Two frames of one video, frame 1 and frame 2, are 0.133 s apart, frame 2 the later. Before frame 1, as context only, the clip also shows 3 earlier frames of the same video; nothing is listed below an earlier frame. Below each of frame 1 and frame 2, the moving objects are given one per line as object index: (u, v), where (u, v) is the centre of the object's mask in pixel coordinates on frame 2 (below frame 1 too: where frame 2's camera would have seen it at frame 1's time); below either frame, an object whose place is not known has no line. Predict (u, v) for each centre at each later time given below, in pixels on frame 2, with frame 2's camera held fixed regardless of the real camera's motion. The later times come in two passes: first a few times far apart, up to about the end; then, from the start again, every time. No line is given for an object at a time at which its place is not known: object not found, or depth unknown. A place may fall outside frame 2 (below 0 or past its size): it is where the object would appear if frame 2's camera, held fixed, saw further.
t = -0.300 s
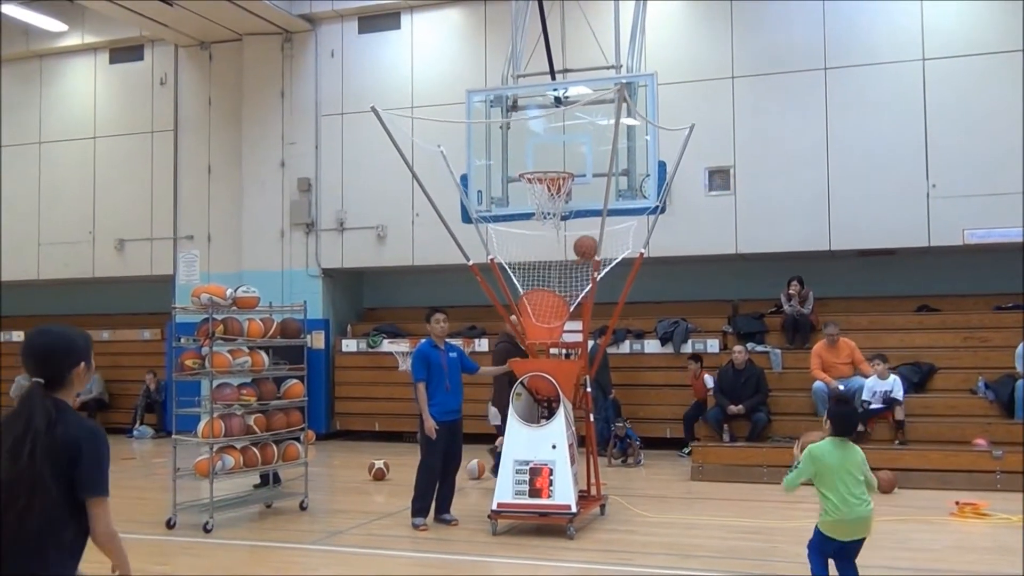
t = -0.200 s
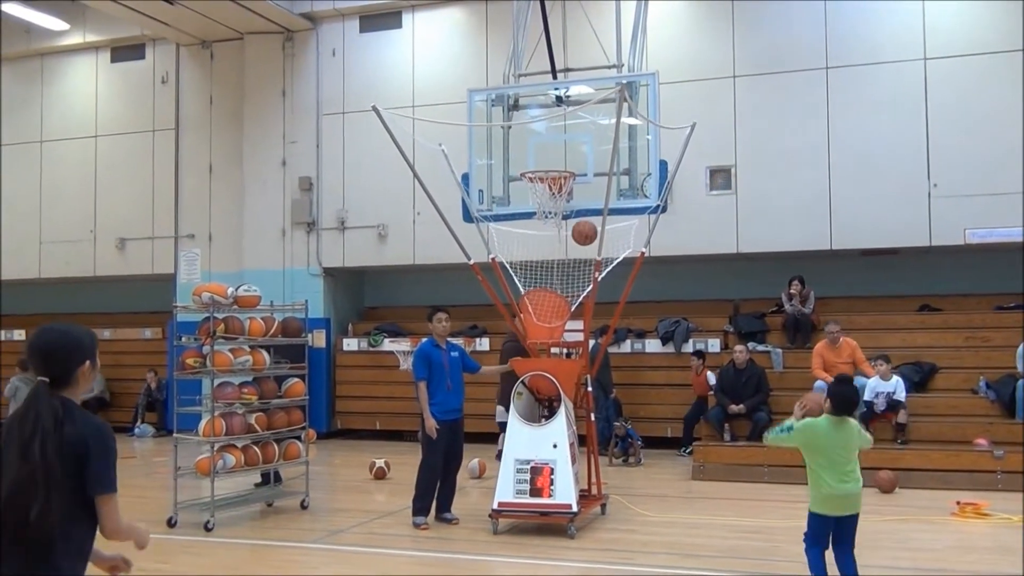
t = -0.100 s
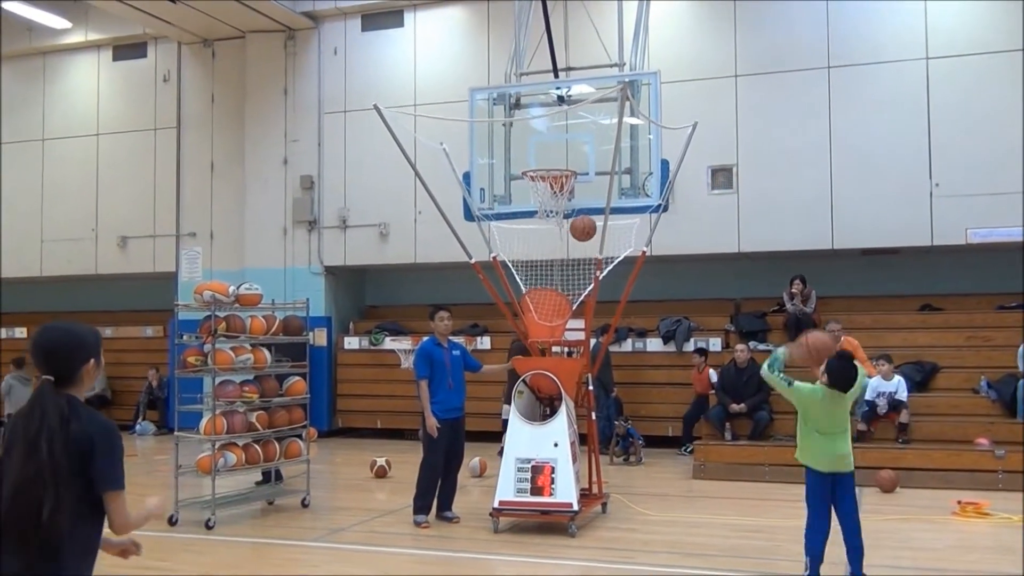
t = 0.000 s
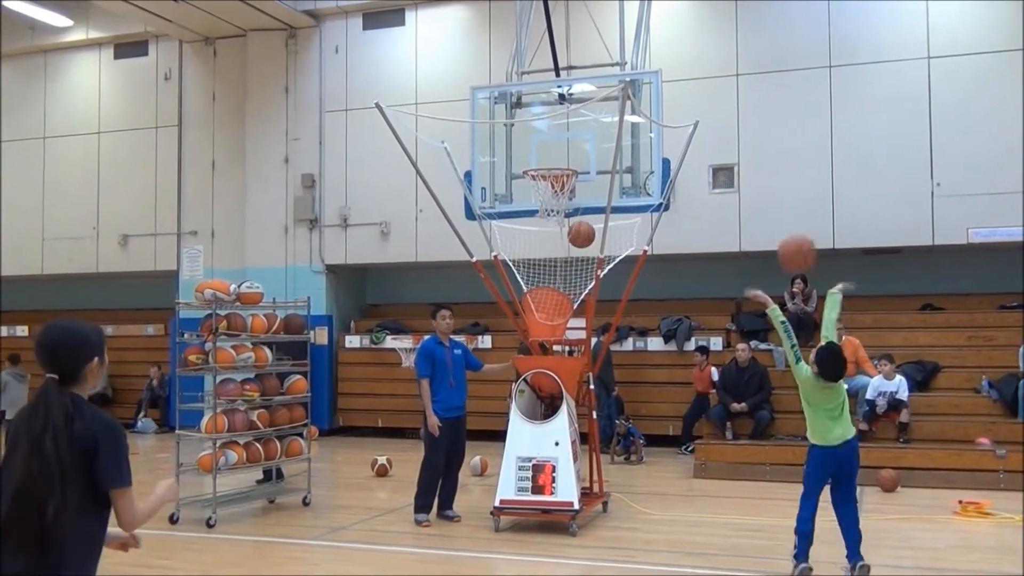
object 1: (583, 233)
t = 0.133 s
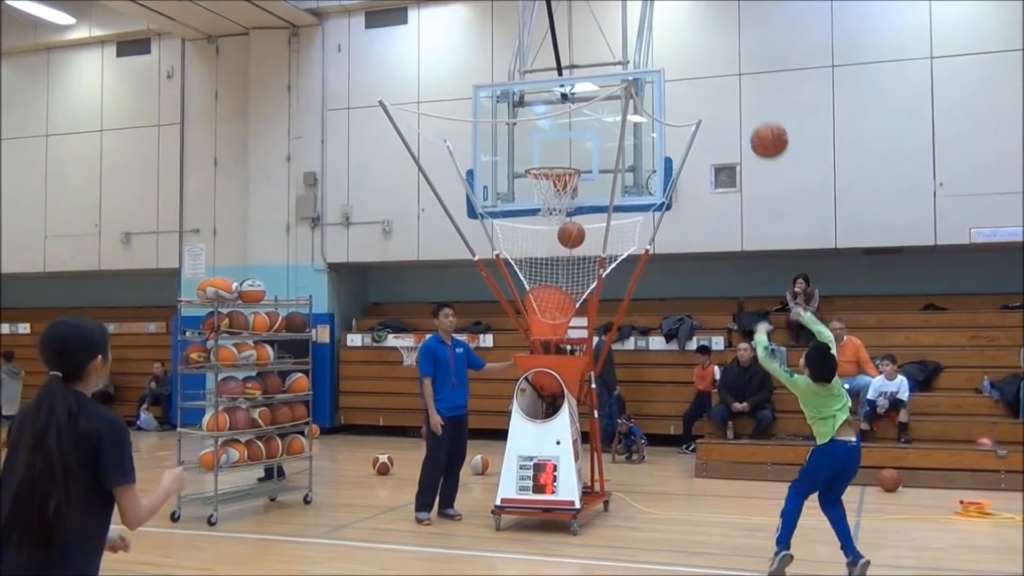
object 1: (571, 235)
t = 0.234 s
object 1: (554, 232)
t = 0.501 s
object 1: (513, 276)
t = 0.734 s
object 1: (553, 271)
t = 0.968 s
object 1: (590, 273)
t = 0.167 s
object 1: (565, 233)
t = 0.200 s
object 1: (560, 232)
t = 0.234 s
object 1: (554, 232)
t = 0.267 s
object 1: (549, 234)
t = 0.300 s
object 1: (543, 237)
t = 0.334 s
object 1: (538, 241)
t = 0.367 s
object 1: (533, 245)
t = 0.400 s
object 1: (528, 252)
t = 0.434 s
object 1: (522, 260)
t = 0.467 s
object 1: (517, 268)
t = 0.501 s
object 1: (513, 276)
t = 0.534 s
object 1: (512, 280)
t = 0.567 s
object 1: (513, 281)
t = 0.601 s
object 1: (520, 279)
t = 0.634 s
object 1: (530, 274)
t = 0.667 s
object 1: (538, 272)
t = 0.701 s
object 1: (546, 271)
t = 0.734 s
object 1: (553, 271)
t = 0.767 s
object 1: (562, 271)
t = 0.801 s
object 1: (571, 272)
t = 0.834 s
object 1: (576, 273)
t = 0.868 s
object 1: (583, 275)
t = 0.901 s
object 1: (586, 276)
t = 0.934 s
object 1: (589, 275)
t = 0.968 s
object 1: (590, 273)
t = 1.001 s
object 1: (589, 269)
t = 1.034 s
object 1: (590, 267)
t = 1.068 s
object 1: (589, 264)
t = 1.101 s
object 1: (589, 263)
